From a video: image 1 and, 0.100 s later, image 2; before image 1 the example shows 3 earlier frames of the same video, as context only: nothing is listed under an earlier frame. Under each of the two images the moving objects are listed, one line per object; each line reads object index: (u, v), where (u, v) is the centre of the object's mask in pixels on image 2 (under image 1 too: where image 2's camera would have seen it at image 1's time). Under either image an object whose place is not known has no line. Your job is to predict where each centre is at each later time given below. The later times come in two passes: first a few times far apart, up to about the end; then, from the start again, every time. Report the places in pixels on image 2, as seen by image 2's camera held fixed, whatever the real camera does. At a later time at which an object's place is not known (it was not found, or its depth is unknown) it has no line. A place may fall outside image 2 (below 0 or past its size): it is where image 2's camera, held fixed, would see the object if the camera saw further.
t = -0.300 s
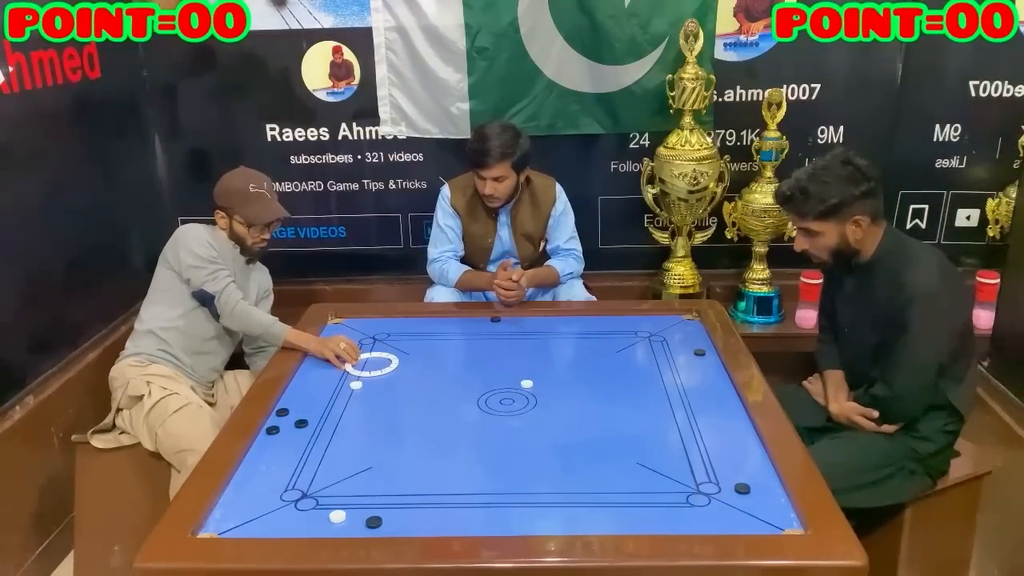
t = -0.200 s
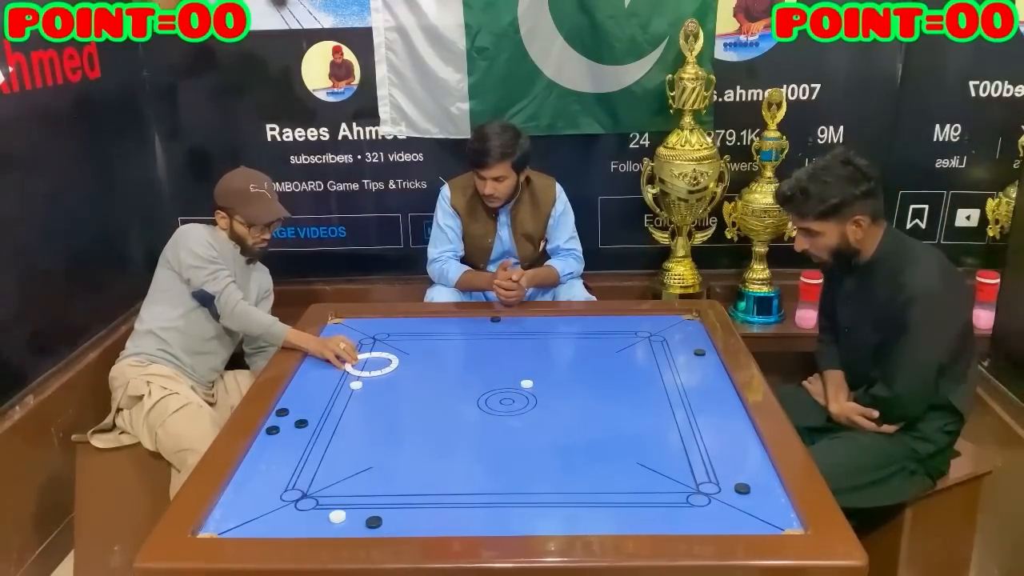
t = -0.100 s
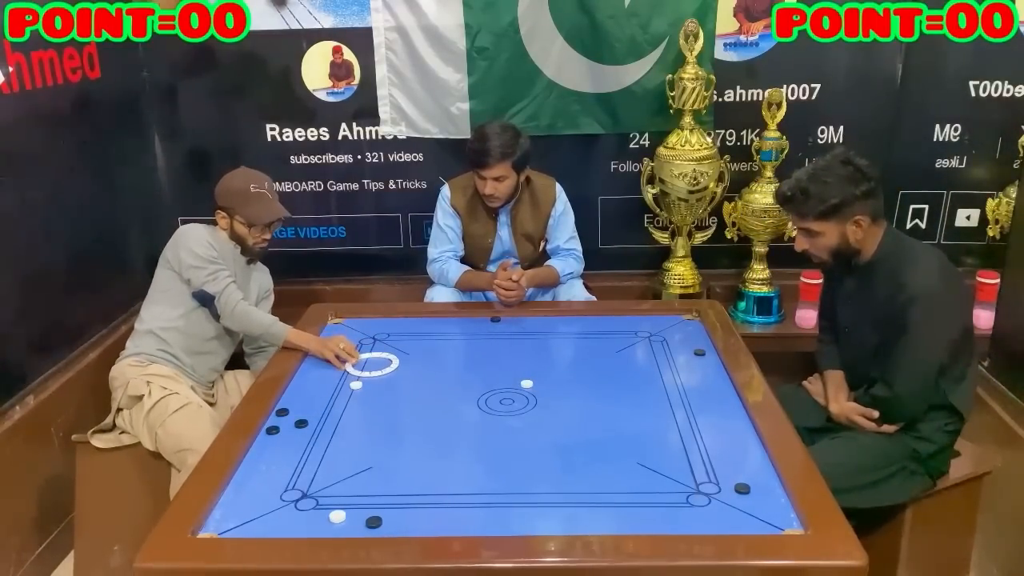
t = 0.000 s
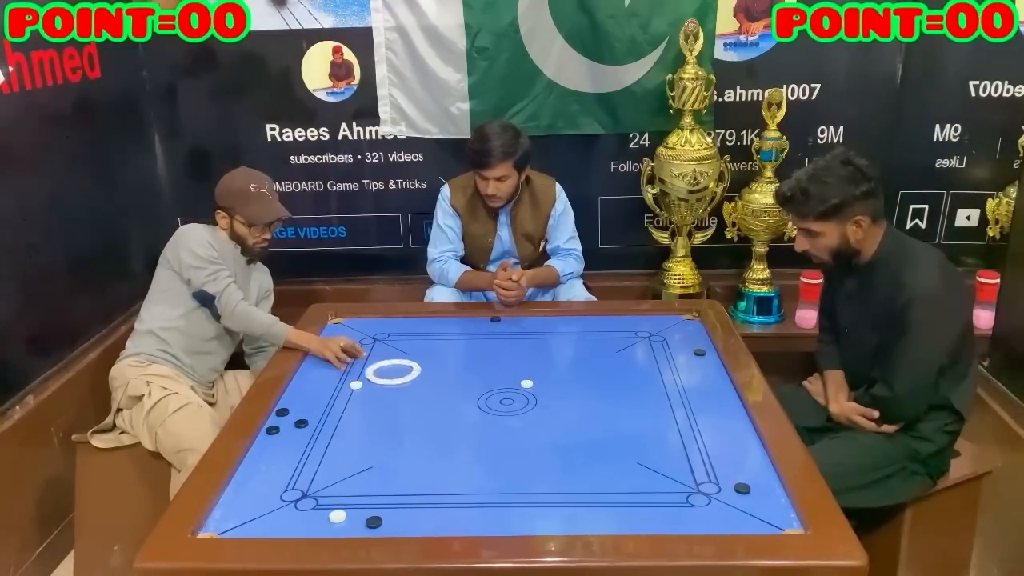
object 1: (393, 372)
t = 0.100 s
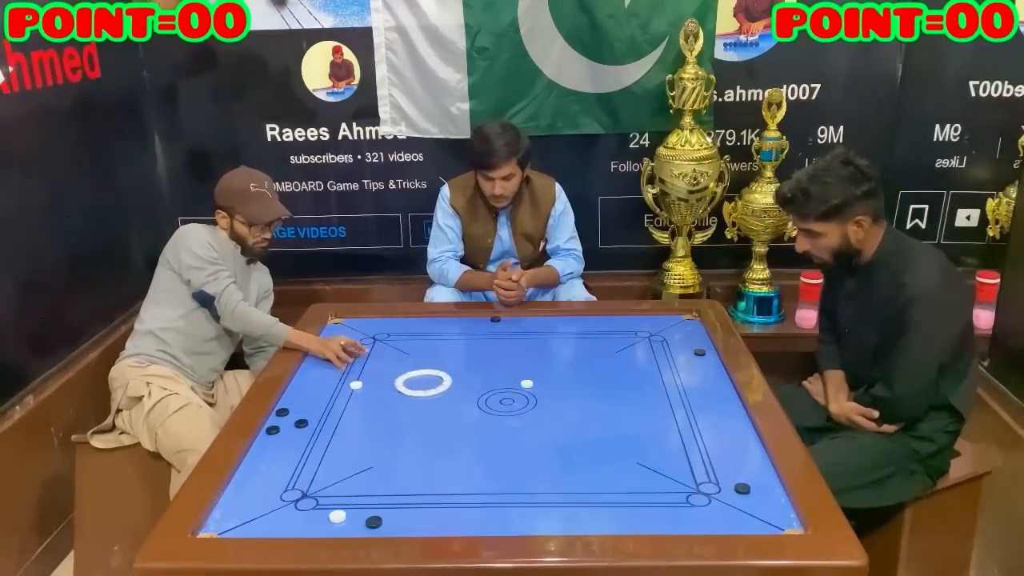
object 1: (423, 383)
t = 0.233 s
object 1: (466, 398)
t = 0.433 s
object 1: (535, 423)
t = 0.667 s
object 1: (627, 457)
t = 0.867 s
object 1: (713, 488)
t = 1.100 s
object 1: (740, 515)
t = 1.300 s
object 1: (726, 493)
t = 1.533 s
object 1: (710, 470)
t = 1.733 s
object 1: (698, 452)
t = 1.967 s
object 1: (685, 434)
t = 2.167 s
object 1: (674, 421)
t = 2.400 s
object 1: (662, 407)
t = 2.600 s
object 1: (652, 397)
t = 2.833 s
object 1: (641, 385)
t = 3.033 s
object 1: (632, 377)
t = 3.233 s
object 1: (624, 369)
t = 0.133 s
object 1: (433, 386)
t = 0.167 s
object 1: (444, 390)
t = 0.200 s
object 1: (455, 394)
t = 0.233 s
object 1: (466, 398)
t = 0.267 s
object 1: (477, 402)
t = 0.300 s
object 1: (488, 406)
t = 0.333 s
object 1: (499, 410)
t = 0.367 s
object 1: (511, 415)
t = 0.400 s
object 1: (523, 419)
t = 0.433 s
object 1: (535, 423)
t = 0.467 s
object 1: (547, 428)
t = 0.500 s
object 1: (560, 433)
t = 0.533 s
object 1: (573, 437)
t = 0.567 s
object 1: (586, 442)
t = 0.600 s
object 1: (600, 447)
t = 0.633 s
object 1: (613, 452)
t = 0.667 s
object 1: (627, 457)
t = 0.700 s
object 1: (641, 462)
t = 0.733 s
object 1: (656, 467)
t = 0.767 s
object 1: (670, 473)
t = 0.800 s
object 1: (685, 478)
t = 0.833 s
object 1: (700, 484)
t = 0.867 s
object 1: (713, 488)
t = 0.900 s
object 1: (726, 494)
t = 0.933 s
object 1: (737, 499)
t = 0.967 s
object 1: (739, 504)
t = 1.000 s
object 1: (740, 509)
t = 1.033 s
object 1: (741, 513)
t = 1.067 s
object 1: (741, 505)
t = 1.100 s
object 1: (740, 515)
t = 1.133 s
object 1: (738, 512)
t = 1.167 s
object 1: (736, 508)
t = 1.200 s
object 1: (733, 504)
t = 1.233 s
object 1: (730, 501)
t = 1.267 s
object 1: (728, 497)
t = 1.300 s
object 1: (726, 493)
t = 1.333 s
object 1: (723, 489)
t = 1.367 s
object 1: (721, 486)
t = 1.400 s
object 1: (719, 482)
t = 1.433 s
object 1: (717, 479)
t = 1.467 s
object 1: (714, 476)
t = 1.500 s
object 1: (712, 473)
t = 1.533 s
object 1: (710, 470)
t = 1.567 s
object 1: (708, 466)
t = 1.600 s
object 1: (706, 464)
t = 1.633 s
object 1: (704, 461)
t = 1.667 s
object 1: (702, 458)
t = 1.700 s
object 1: (700, 455)
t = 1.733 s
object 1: (698, 452)
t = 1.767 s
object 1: (696, 450)
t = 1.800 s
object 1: (694, 447)
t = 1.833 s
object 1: (692, 445)
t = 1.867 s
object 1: (691, 442)
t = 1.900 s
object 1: (689, 439)
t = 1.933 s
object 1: (687, 437)
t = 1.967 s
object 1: (685, 434)
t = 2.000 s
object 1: (683, 432)
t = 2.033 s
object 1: (681, 430)
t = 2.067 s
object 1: (680, 428)
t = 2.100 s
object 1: (678, 425)
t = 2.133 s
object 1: (676, 423)
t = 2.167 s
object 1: (674, 421)
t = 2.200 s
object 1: (672, 419)
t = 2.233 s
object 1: (671, 417)
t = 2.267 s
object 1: (669, 415)
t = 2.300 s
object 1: (667, 413)
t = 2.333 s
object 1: (666, 411)
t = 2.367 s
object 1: (664, 409)
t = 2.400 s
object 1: (662, 407)
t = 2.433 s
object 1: (660, 405)
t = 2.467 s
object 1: (659, 404)
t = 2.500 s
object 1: (657, 402)
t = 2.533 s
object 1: (656, 400)
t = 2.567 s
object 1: (654, 398)
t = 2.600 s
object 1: (652, 397)
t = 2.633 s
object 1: (651, 395)
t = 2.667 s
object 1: (649, 393)
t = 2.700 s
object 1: (647, 391)
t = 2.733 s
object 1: (646, 390)
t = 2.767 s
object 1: (644, 388)
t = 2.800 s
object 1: (643, 387)
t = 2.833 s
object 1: (641, 385)
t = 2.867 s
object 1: (640, 384)
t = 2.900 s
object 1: (638, 382)
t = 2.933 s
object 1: (637, 381)
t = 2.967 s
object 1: (635, 379)
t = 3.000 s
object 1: (634, 378)
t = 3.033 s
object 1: (632, 377)
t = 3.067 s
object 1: (631, 375)
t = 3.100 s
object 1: (629, 374)
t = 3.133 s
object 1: (628, 373)
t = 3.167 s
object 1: (626, 372)
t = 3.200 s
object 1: (625, 370)
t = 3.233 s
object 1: (624, 369)
